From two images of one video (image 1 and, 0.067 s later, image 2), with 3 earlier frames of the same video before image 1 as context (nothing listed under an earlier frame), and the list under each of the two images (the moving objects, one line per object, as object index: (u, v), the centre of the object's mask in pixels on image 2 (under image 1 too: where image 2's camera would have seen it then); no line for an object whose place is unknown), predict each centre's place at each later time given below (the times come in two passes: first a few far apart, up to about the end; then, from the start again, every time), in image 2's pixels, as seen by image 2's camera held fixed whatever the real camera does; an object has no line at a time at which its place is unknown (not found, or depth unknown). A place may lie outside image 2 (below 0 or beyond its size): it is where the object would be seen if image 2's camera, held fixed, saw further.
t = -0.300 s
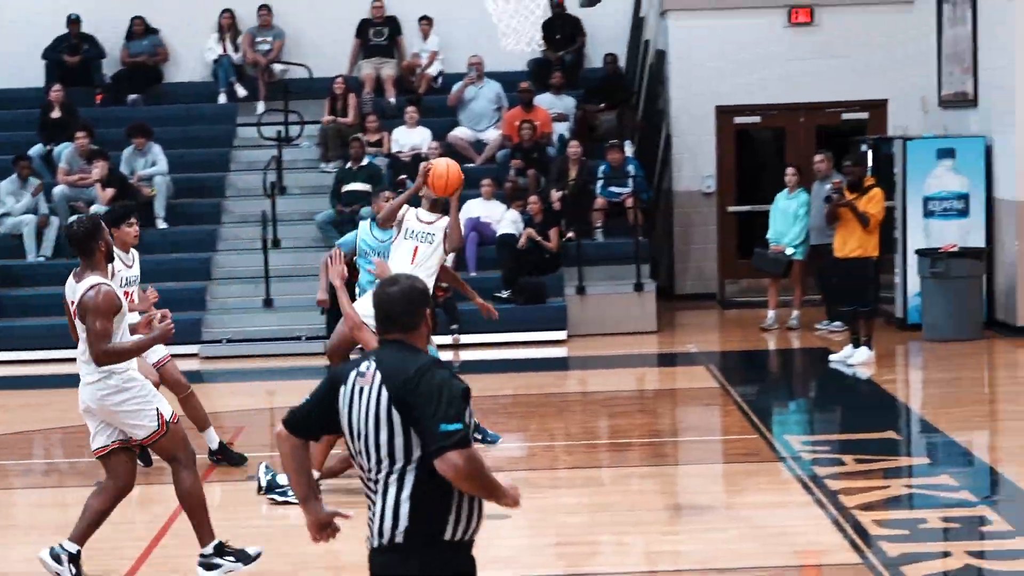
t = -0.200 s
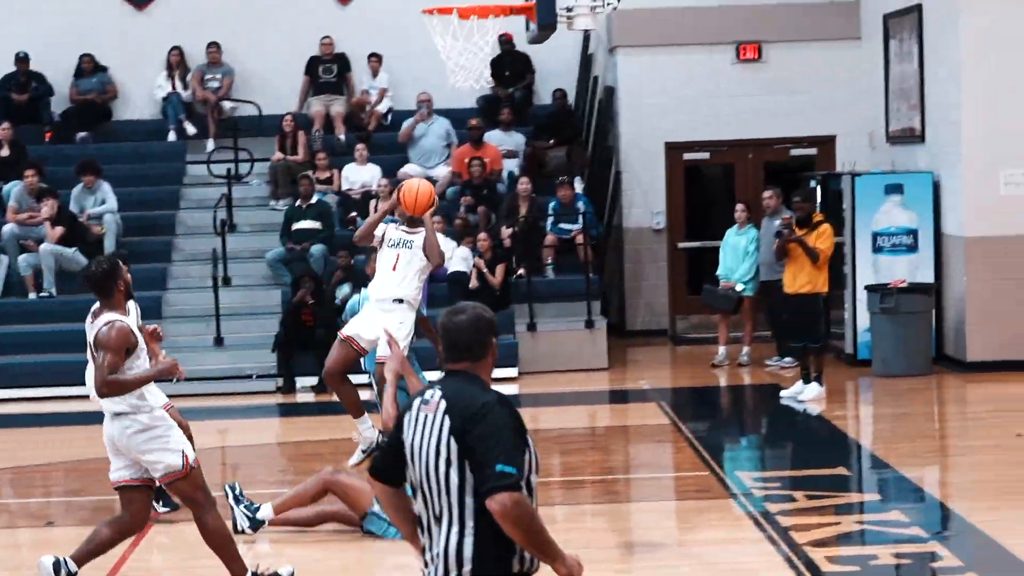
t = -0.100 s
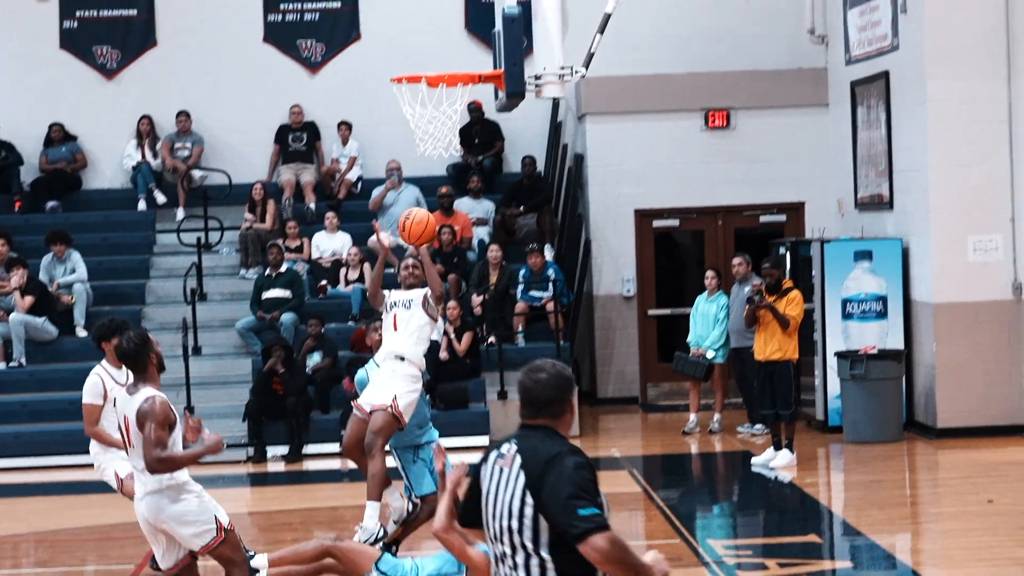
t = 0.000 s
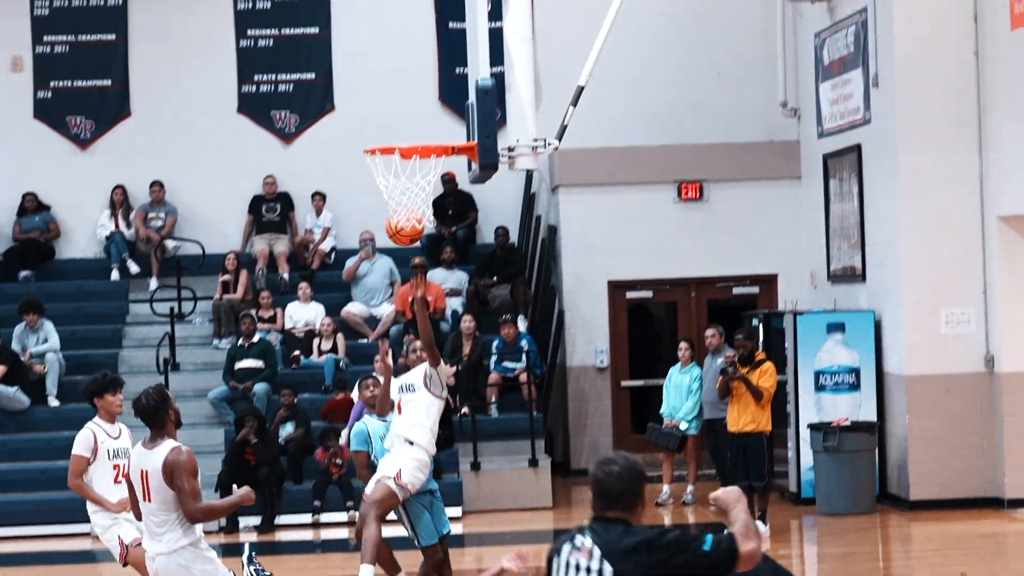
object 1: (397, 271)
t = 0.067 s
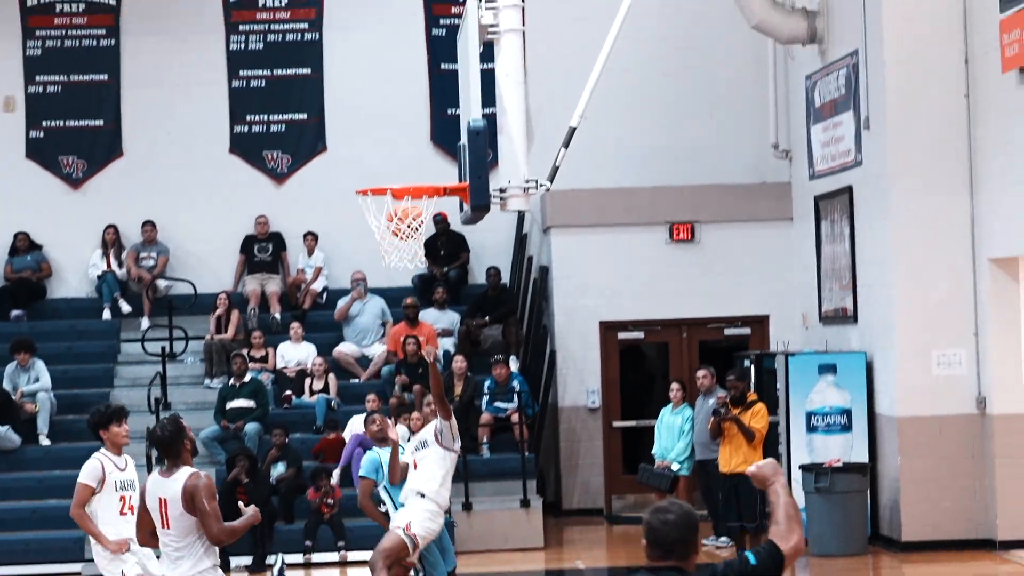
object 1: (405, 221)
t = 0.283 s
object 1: (440, 119)
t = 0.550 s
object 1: (407, 123)
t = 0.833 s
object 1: (380, 239)
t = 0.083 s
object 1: (407, 214)
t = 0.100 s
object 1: (410, 208)
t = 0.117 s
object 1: (414, 180)
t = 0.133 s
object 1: (416, 176)
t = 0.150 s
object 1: (418, 171)
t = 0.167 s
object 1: (421, 165)
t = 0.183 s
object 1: (423, 158)
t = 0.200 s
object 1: (426, 150)
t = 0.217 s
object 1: (429, 143)
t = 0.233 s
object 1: (432, 137)
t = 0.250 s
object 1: (434, 130)
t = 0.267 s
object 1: (437, 124)
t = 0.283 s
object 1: (440, 119)
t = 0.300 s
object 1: (442, 114)
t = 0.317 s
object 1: (440, 111)
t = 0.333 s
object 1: (438, 109)
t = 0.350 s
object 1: (435, 107)
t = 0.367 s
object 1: (433, 106)
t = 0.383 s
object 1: (430, 105)
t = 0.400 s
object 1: (428, 105)
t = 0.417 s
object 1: (425, 105)
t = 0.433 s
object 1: (423, 105)
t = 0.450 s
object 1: (421, 106)
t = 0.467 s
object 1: (419, 108)
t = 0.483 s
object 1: (416, 110)
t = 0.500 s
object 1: (414, 113)
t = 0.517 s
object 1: (412, 115)
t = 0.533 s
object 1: (410, 119)
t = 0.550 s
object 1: (407, 123)
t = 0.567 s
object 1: (405, 127)
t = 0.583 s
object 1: (403, 133)
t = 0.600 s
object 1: (401, 138)
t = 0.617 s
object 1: (399, 143)
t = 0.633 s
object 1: (396, 150)
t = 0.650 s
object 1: (394, 157)
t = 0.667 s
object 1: (392, 164)
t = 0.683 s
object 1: (390, 171)
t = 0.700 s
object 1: (387, 178)
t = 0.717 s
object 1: (386, 188)
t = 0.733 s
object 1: (383, 199)
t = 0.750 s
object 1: (381, 210)
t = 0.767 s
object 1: (380, 218)
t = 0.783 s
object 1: (379, 227)
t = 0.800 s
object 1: (379, 232)
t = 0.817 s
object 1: (380, 236)
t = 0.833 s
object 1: (380, 239)
